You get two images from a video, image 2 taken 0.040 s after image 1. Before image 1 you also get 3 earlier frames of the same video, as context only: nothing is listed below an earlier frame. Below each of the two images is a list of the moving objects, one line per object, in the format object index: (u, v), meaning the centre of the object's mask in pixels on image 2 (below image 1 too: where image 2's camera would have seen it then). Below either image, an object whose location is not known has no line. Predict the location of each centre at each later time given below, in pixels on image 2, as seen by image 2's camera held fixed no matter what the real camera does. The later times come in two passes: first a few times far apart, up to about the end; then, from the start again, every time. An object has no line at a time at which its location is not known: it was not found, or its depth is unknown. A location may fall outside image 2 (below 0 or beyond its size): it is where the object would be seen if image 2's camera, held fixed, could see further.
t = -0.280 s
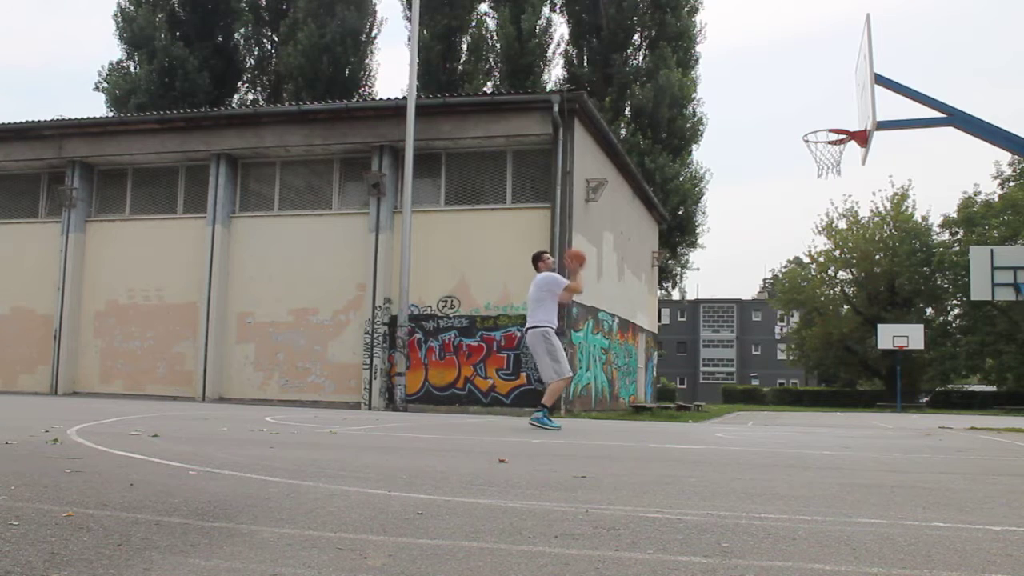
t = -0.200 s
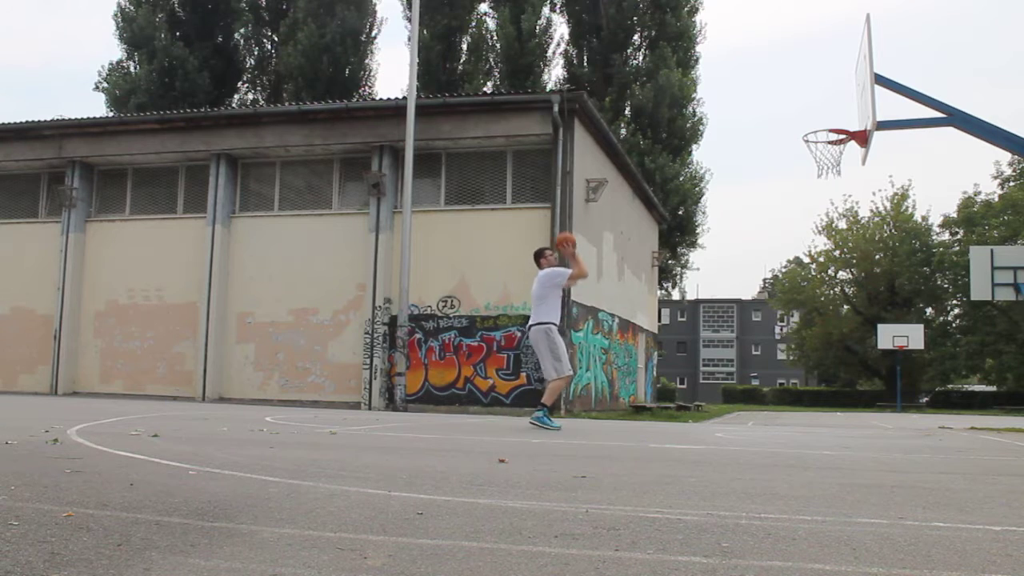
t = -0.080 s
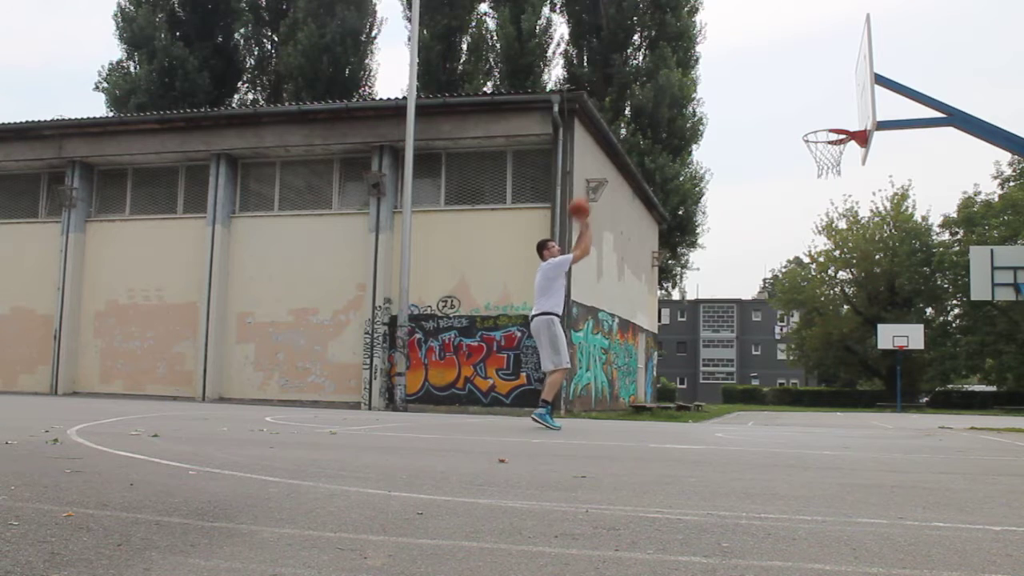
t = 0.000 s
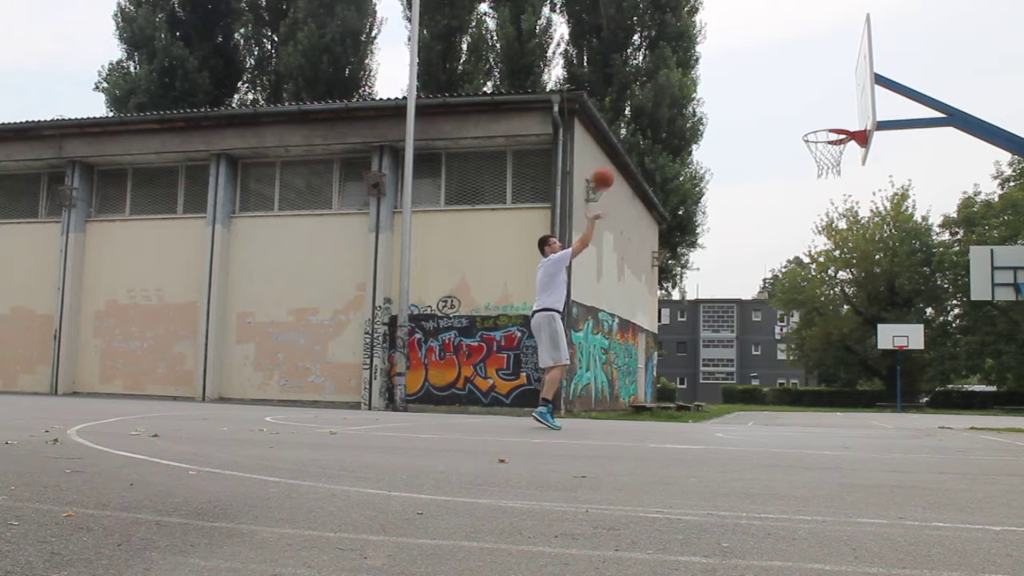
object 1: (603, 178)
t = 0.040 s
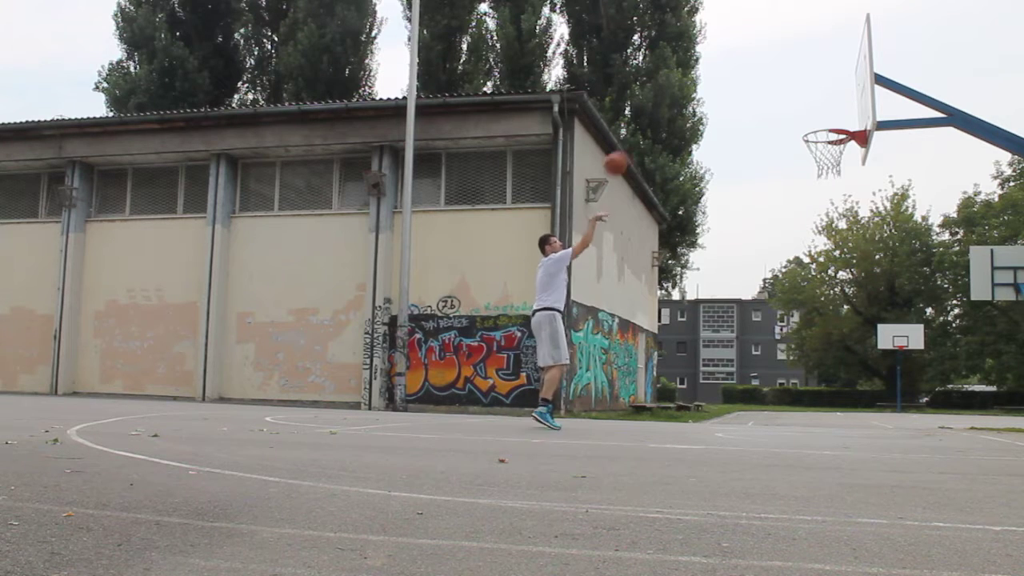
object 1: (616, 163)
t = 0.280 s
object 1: (686, 111)
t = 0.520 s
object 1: (760, 112)
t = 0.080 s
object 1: (627, 151)
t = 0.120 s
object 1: (639, 141)
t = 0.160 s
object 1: (652, 130)
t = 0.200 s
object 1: (664, 123)
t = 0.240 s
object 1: (676, 116)
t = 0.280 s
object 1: (686, 111)
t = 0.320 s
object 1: (699, 108)
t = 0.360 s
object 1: (712, 106)
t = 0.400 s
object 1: (724, 106)
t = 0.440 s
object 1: (736, 106)
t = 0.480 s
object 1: (748, 108)
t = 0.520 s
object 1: (760, 112)
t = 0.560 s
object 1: (773, 117)
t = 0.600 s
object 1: (785, 124)
